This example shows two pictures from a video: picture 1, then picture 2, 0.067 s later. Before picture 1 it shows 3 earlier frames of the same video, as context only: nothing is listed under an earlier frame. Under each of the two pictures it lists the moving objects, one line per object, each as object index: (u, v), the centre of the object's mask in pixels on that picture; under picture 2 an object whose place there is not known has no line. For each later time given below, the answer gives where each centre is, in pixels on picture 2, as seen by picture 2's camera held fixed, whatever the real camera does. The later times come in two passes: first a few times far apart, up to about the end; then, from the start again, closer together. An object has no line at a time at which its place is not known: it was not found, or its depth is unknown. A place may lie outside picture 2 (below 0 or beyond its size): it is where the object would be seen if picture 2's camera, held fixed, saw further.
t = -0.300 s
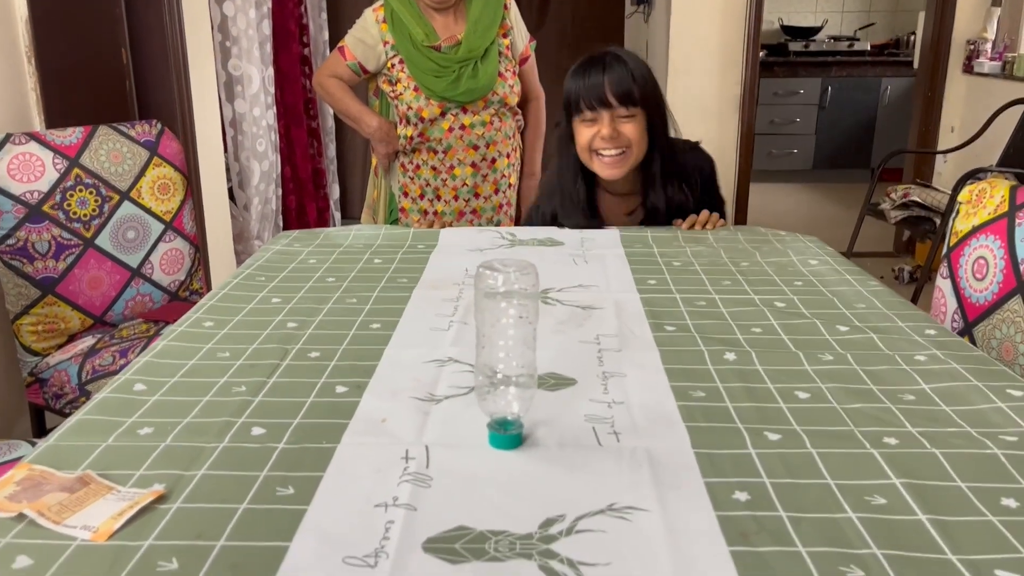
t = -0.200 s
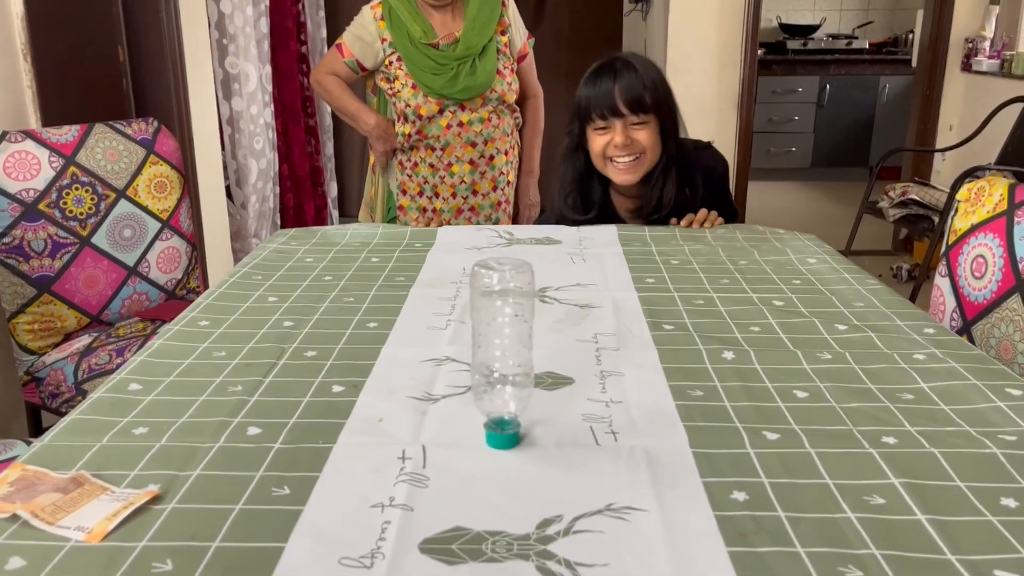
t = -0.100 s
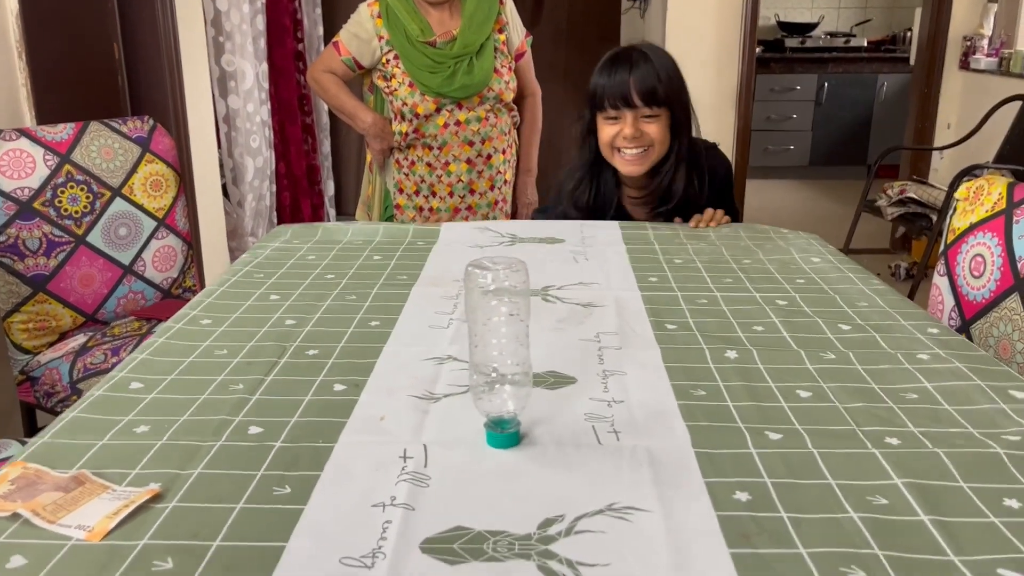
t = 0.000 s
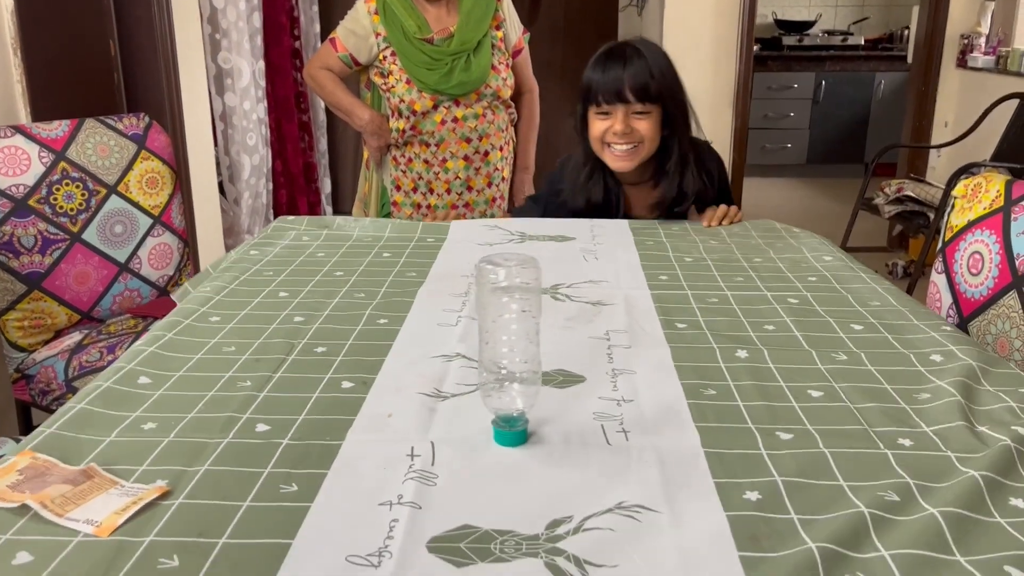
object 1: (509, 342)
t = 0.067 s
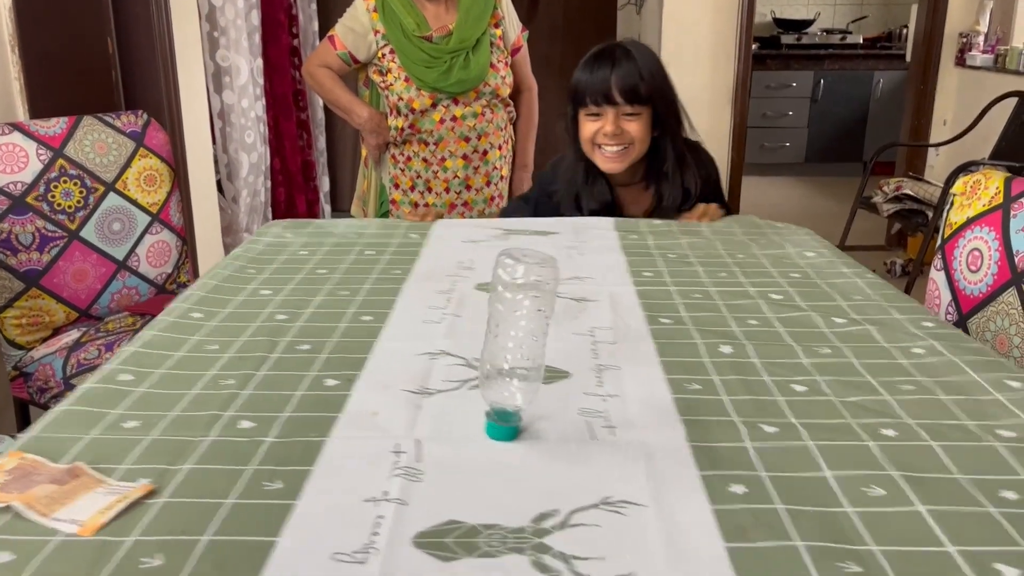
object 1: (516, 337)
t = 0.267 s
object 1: (526, 336)
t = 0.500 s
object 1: (549, 351)
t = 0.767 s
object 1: (619, 407)
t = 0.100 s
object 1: (523, 336)
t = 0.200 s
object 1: (526, 336)
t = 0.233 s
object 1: (526, 336)
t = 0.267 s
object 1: (526, 336)
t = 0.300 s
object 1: (527, 336)
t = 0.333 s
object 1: (531, 336)
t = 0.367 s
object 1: (536, 337)
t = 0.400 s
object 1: (538, 339)
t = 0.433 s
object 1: (541, 341)
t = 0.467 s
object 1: (544, 346)
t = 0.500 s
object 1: (549, 351)
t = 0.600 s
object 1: (587, 382)
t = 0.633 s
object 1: (598, 407)
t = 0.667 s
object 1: (604, 410)
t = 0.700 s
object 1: (611, 409)
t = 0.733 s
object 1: (618, 409)
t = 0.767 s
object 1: (619, 407)
